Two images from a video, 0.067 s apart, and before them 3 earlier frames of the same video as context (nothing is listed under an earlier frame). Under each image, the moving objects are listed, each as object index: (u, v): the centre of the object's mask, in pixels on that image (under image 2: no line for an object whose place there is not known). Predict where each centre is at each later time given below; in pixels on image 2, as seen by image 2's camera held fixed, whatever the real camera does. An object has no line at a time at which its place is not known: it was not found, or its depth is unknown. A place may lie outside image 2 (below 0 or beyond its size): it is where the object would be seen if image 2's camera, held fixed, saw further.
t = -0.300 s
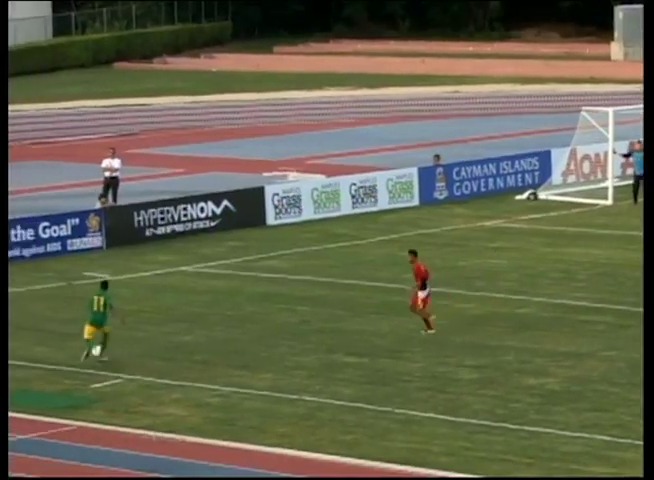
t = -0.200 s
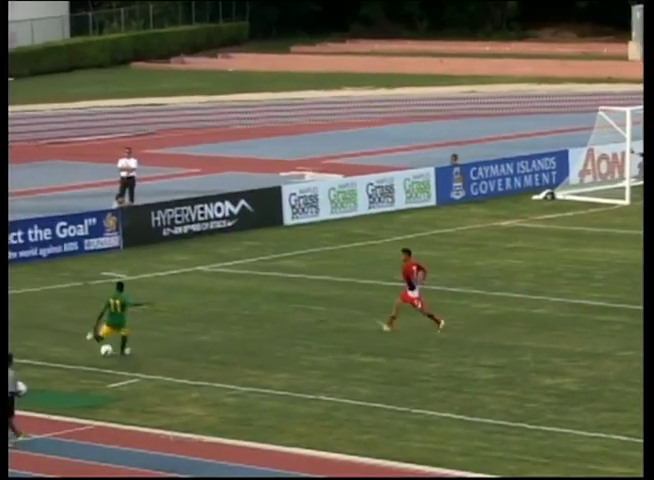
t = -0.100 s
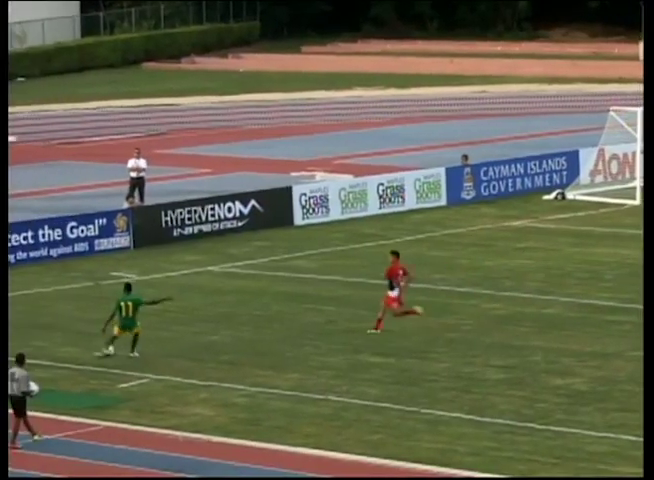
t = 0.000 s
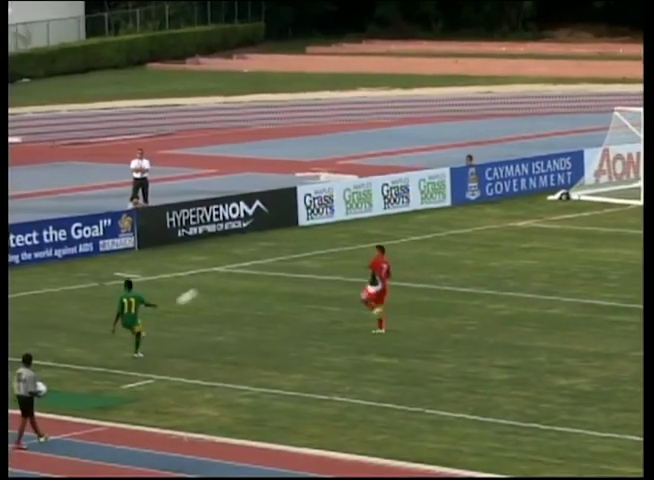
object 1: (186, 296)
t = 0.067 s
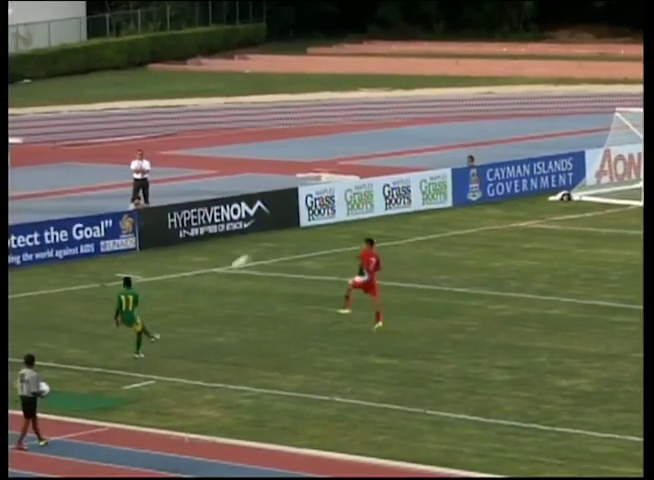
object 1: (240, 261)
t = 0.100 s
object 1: (265, 245)
